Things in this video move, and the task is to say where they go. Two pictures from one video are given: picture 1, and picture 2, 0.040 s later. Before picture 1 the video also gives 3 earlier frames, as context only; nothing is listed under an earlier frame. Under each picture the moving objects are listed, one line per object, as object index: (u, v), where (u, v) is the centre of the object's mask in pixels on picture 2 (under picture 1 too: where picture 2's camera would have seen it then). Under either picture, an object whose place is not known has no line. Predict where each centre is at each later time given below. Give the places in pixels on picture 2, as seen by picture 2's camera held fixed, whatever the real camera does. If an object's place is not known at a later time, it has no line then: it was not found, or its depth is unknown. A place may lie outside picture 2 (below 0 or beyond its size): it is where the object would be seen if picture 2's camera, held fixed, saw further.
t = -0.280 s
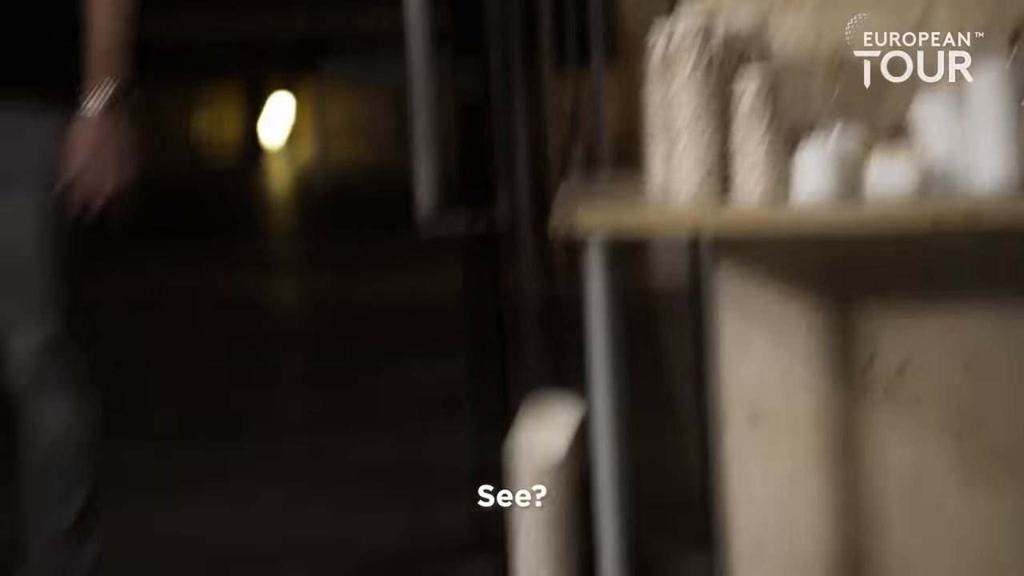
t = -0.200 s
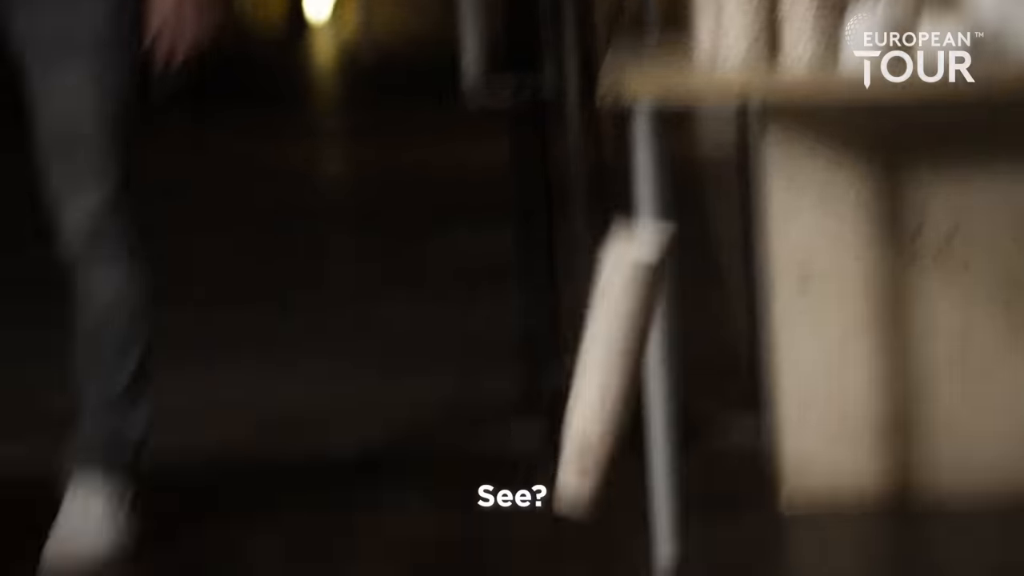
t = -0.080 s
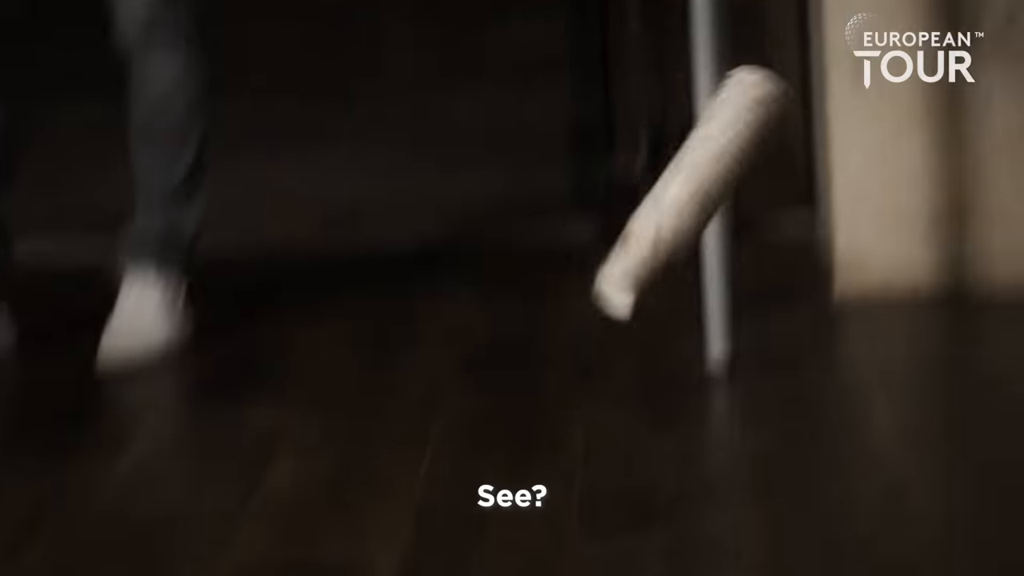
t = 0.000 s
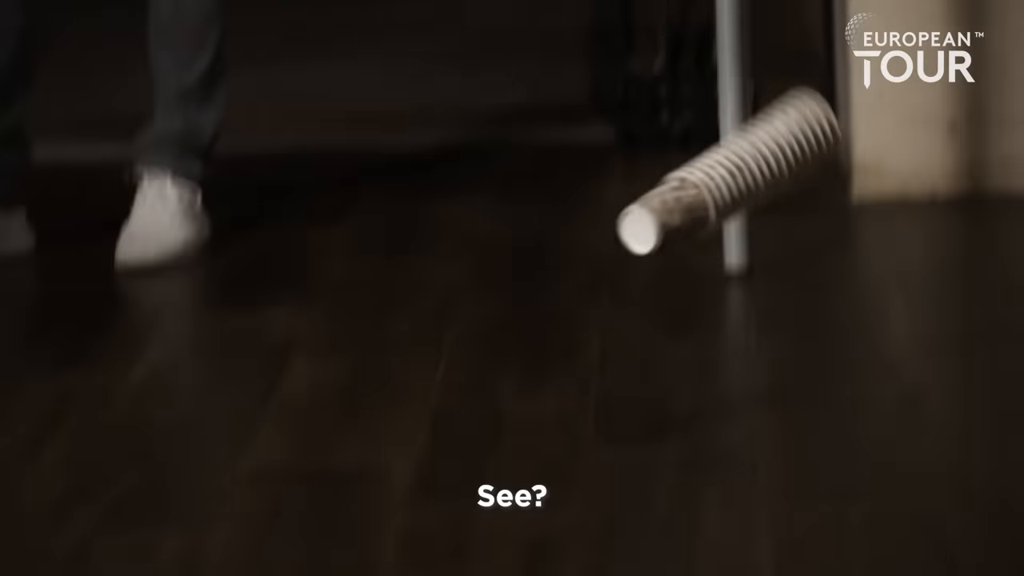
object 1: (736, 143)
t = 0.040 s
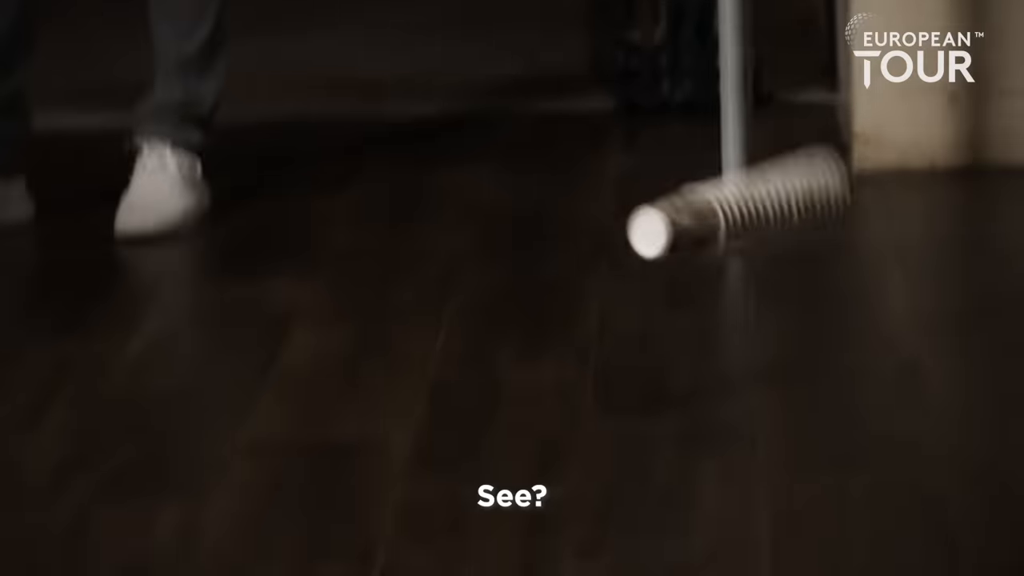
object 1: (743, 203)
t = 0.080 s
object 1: (743, 278)
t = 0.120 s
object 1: (747, 350)
